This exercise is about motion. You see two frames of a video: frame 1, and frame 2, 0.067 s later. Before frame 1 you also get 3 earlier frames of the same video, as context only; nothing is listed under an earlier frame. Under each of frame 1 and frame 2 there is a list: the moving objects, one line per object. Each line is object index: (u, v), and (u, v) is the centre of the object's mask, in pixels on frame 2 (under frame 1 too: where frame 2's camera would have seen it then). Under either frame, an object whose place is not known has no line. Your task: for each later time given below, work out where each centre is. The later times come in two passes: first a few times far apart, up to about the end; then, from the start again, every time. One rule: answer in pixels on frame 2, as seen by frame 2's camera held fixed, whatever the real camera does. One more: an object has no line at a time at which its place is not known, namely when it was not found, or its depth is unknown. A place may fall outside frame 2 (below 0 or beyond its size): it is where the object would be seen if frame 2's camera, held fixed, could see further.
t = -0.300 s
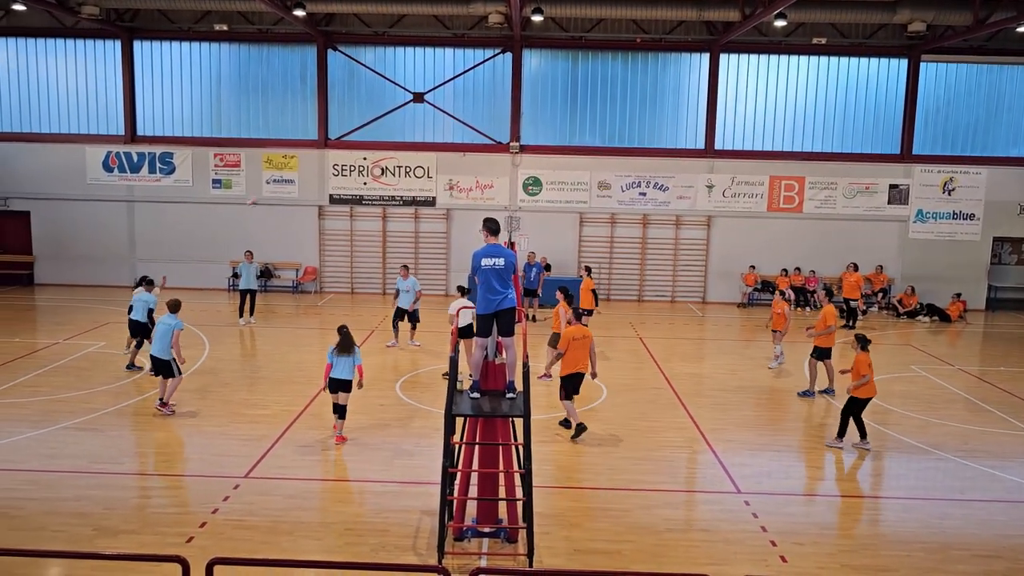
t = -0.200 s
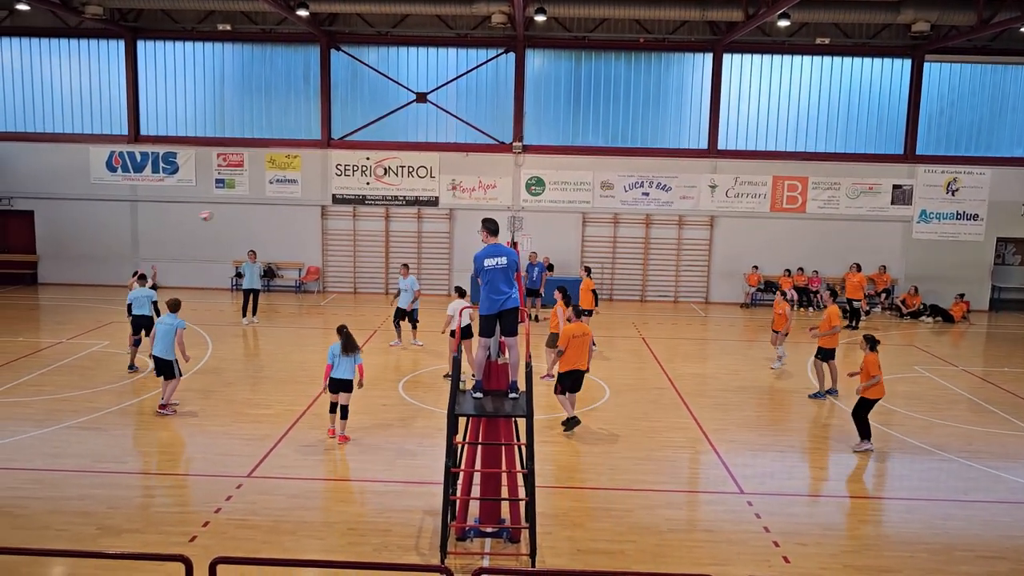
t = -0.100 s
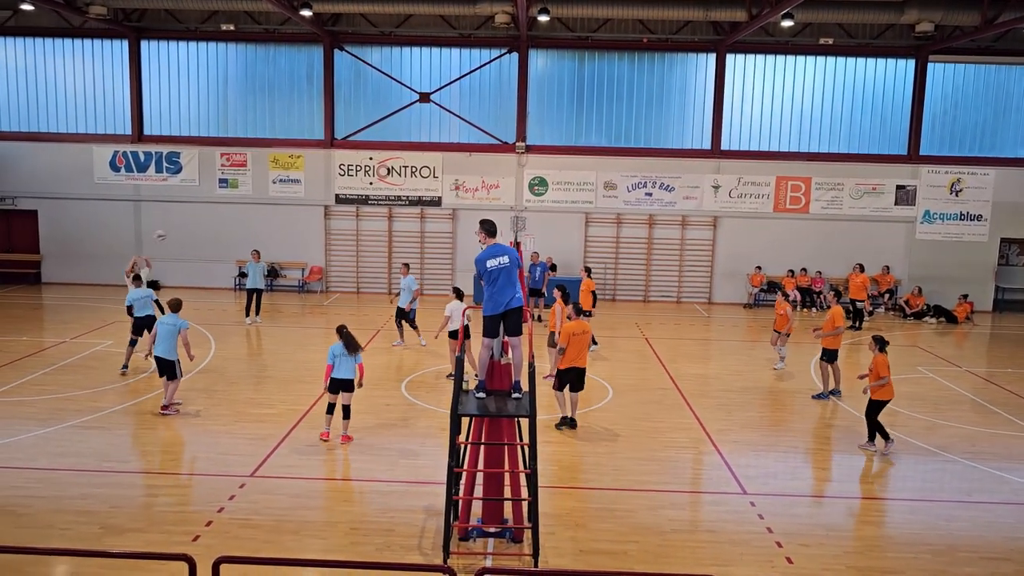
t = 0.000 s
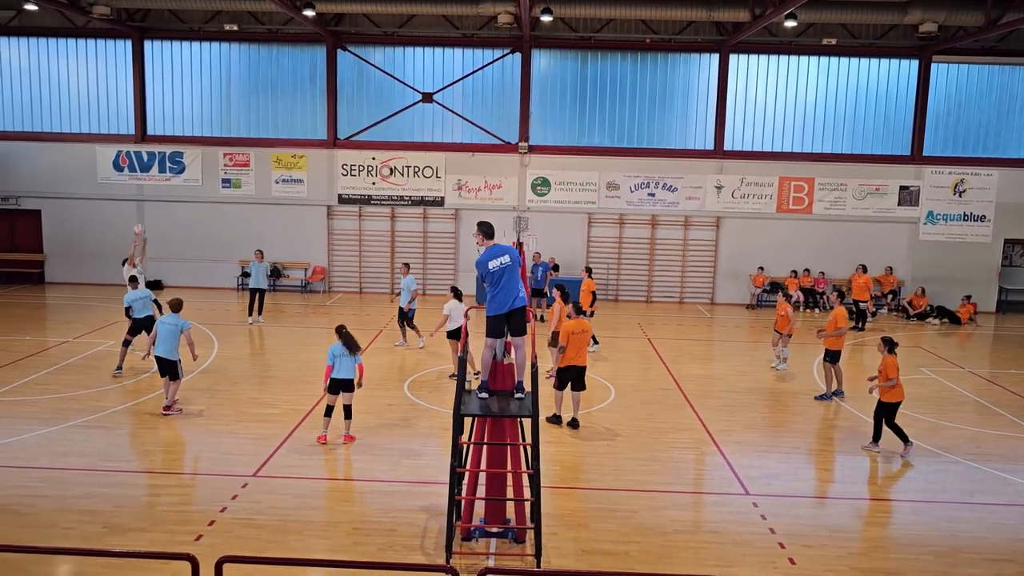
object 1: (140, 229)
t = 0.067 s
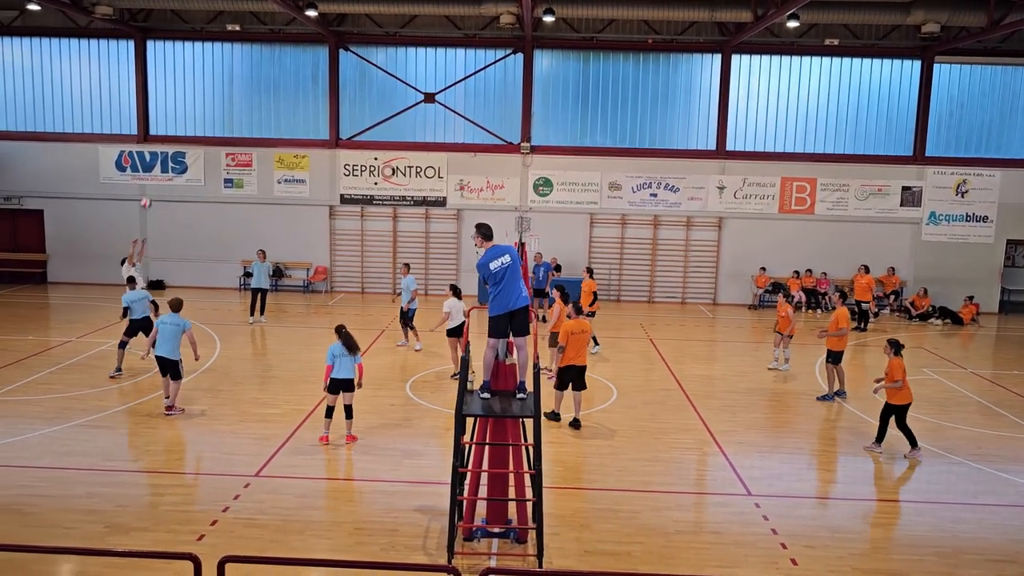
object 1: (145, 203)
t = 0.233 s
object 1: (160, 145)
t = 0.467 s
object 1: (181, 90)
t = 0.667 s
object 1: (201, 67)
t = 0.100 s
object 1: (148, 190)
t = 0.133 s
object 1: (151, 178)
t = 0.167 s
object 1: (153, 167)
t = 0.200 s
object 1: (156, 157)
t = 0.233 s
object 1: (160, 145)
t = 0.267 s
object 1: (162, 137)
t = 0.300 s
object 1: (165, 127)
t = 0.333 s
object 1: (169, 119)
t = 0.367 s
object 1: (172, 111)
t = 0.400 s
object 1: (174, 103)
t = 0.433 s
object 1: (178, 96)
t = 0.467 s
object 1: (181, 90)
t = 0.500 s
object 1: (184, 85)
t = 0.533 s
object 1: (187, 80)
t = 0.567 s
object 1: (190, 76)
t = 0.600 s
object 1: (194, 72)
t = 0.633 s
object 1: (198, 69)
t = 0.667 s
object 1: (201, 67)
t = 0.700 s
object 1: (204, 65)
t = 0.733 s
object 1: (208, 64)
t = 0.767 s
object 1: (212, 63)
